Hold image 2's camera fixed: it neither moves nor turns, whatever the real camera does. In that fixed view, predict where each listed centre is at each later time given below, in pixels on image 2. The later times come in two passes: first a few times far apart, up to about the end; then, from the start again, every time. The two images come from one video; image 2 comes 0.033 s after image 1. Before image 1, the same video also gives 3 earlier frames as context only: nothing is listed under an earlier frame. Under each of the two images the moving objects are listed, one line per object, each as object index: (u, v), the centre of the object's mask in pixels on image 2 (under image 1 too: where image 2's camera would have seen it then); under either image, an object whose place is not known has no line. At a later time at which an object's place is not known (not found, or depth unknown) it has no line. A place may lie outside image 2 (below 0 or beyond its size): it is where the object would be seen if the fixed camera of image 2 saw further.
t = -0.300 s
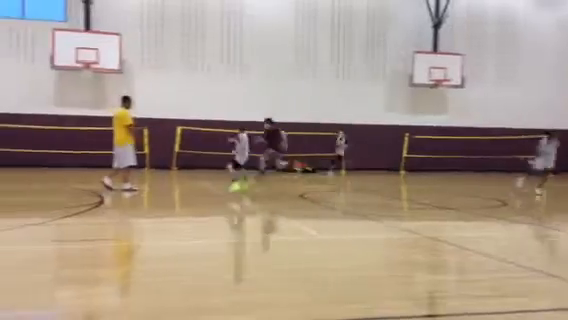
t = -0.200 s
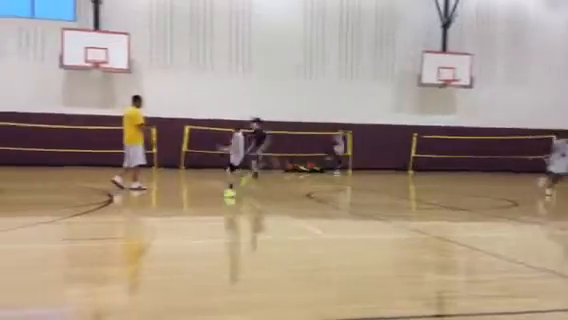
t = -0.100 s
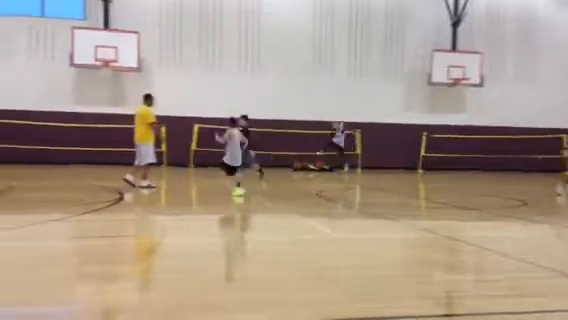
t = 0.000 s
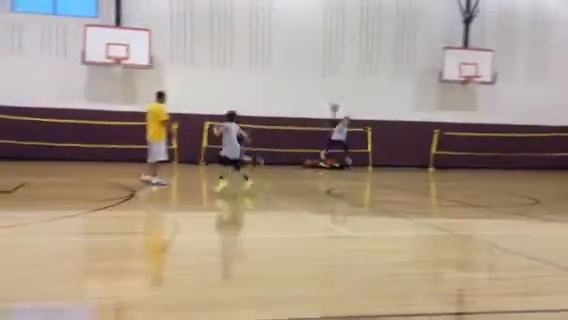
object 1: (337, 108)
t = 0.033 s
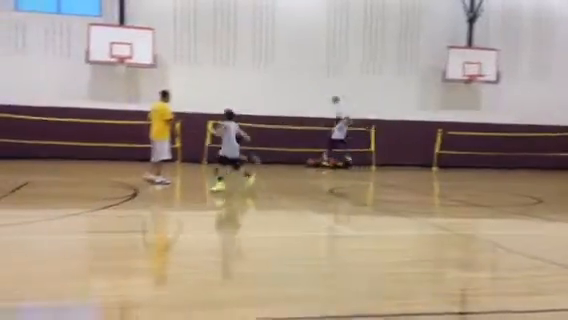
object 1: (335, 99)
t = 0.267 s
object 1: (315, 63)
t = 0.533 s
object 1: (288, 41)
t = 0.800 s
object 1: (252, 49)
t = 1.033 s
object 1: (211, 94)
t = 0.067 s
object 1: (332, 93)
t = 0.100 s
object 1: (329, 88)
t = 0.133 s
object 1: (326, 82)
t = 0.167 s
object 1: (323, 77)
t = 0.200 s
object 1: (321, 73)
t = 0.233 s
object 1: (318, 68)
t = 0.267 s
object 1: (315, 63)
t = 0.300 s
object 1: (312, 60)
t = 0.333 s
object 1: (309, 56)
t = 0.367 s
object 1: (306, 52)
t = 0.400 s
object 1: (303, 49)
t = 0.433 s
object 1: (299, 46)
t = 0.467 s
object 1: (296, 44)
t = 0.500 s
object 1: (292, 43)
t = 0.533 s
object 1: (288, 41)
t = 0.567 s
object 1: (284, 41)
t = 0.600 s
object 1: (281, 40)
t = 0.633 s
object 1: (276, 39)
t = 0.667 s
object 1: (272, 40)
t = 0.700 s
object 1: (267, 41)
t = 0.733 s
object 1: (262, 43)
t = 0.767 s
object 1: (257, 46)
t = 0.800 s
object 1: (252, 49)
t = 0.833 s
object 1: (247, 53)
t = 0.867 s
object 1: (242, 57)
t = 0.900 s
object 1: (236, 62)
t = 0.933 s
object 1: (230, 69)
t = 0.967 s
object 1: (224, 76)
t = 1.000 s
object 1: (218, 85)
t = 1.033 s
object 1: (211, 94)
